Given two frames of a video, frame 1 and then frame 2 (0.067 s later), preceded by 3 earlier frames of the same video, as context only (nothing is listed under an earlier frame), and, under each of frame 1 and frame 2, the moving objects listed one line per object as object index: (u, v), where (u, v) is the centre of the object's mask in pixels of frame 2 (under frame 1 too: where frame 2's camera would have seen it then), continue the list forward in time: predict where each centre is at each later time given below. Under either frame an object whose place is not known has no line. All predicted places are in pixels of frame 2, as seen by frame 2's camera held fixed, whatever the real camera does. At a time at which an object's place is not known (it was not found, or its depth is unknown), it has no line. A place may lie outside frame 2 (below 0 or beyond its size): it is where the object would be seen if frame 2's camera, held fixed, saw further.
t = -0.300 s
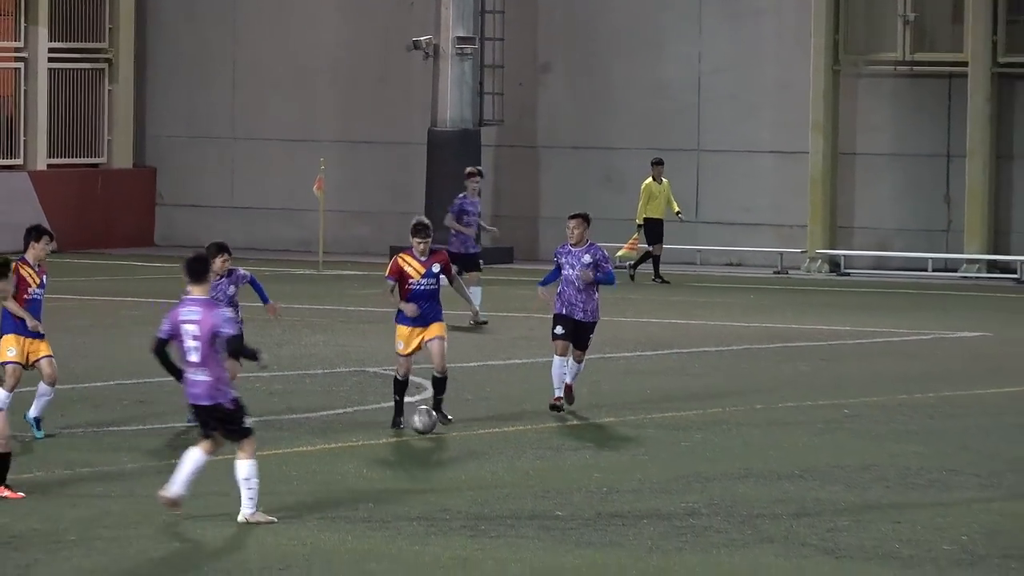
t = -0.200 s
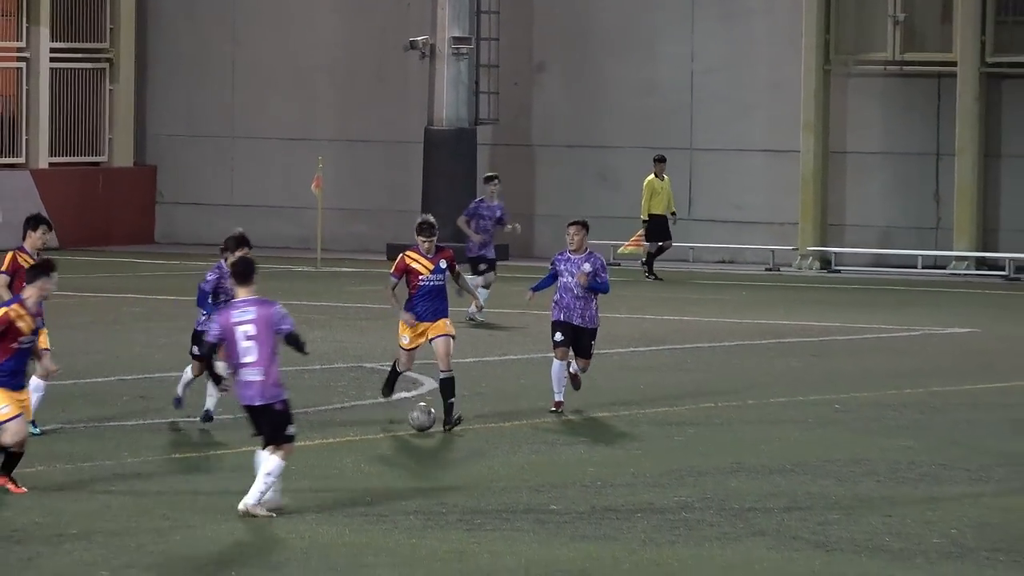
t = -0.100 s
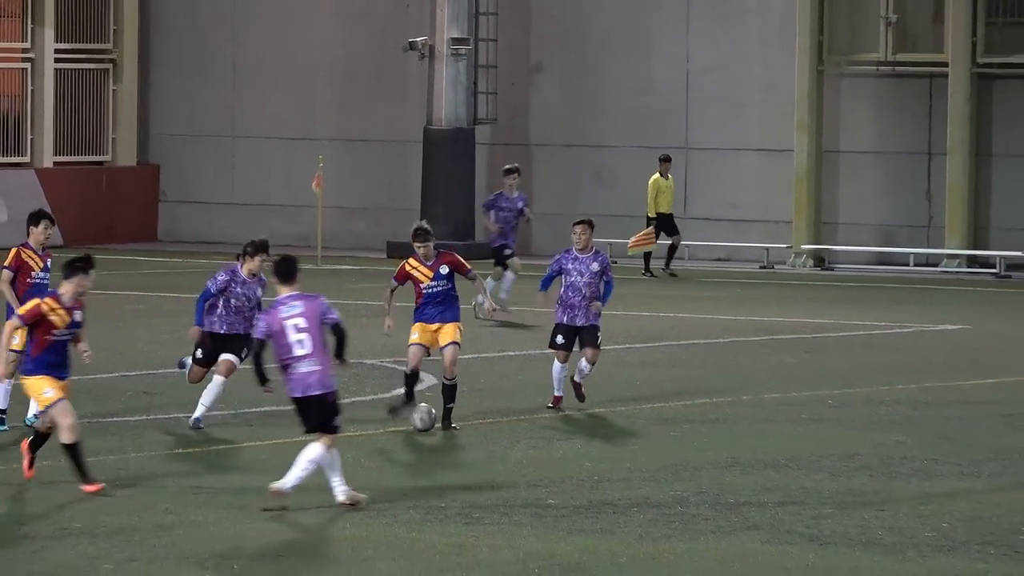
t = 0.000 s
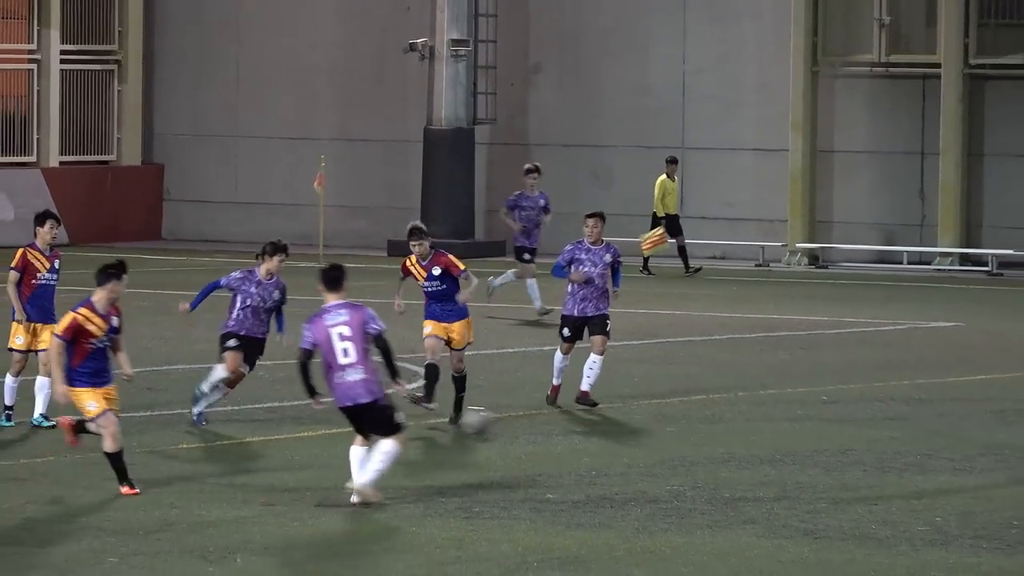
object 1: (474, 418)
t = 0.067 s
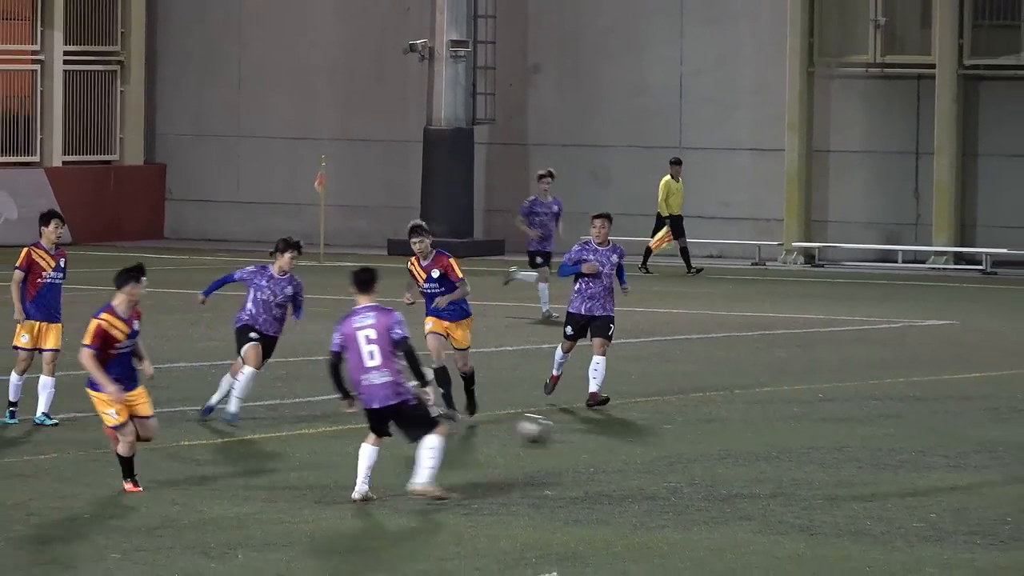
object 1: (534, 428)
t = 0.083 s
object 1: (550, 431)
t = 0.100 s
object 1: (565, 432)
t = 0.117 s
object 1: (579, 433)
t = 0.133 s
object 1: (593, 434)
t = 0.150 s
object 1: (607, 435)
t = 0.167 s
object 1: (623, 437)
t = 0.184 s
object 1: (638, 438)
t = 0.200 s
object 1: (654, 441)
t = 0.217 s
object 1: (670, 444)
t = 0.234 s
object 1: (685, 448)
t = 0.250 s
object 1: (700, 452)
